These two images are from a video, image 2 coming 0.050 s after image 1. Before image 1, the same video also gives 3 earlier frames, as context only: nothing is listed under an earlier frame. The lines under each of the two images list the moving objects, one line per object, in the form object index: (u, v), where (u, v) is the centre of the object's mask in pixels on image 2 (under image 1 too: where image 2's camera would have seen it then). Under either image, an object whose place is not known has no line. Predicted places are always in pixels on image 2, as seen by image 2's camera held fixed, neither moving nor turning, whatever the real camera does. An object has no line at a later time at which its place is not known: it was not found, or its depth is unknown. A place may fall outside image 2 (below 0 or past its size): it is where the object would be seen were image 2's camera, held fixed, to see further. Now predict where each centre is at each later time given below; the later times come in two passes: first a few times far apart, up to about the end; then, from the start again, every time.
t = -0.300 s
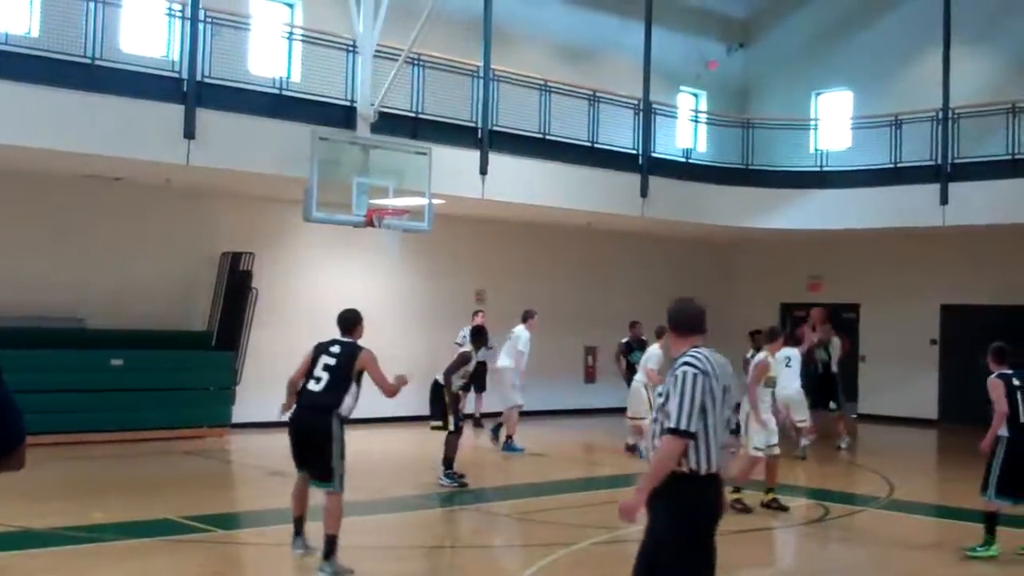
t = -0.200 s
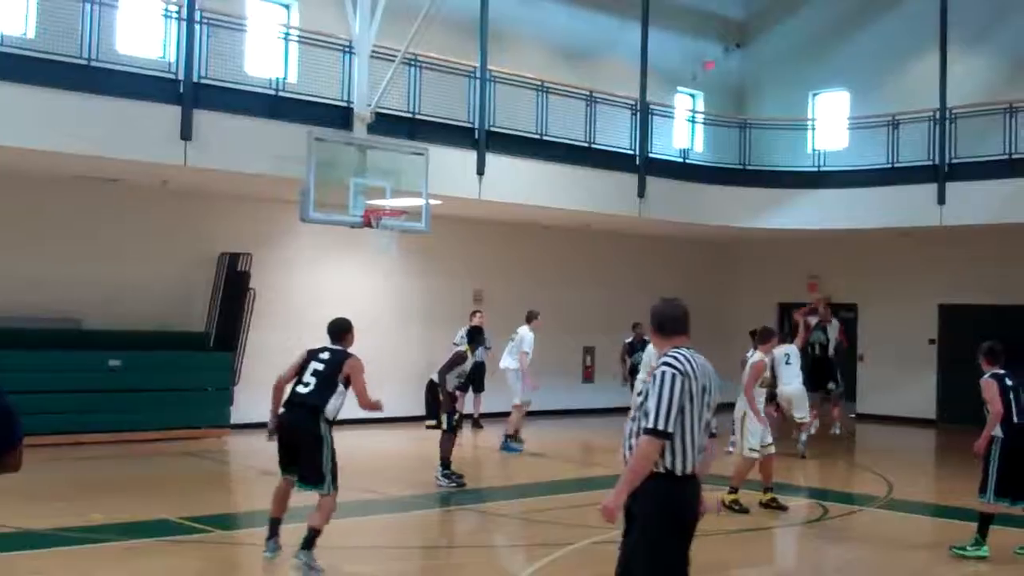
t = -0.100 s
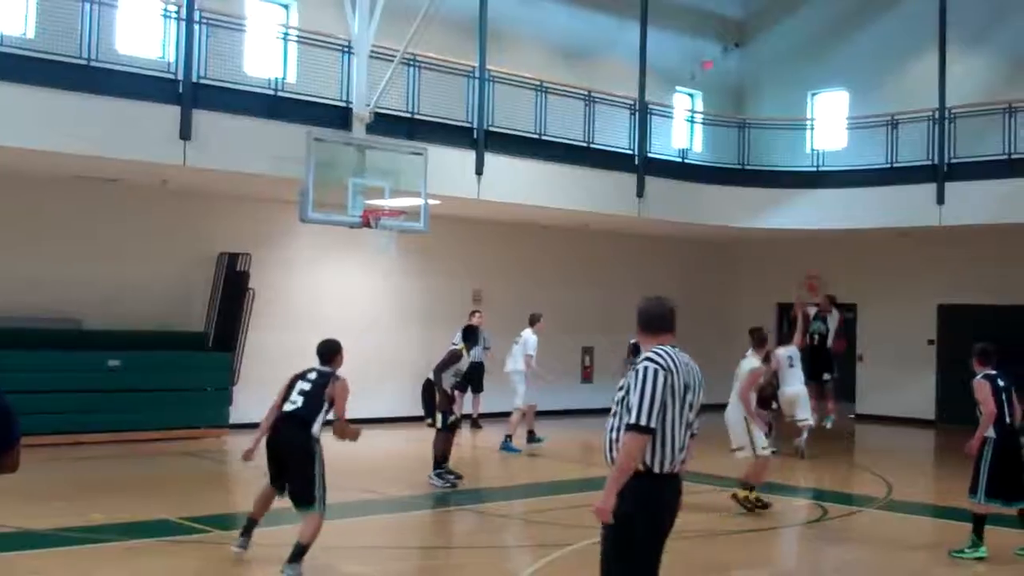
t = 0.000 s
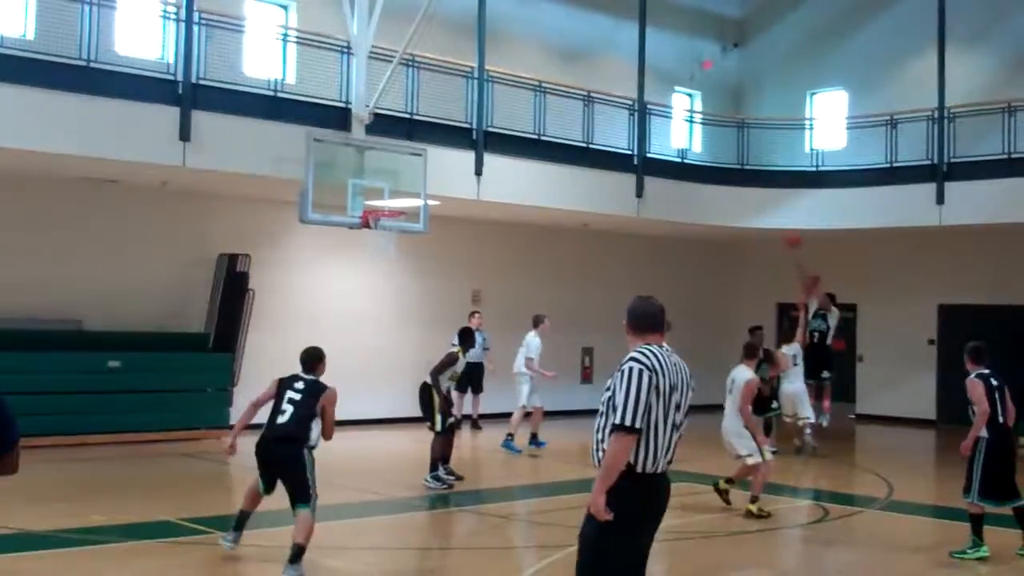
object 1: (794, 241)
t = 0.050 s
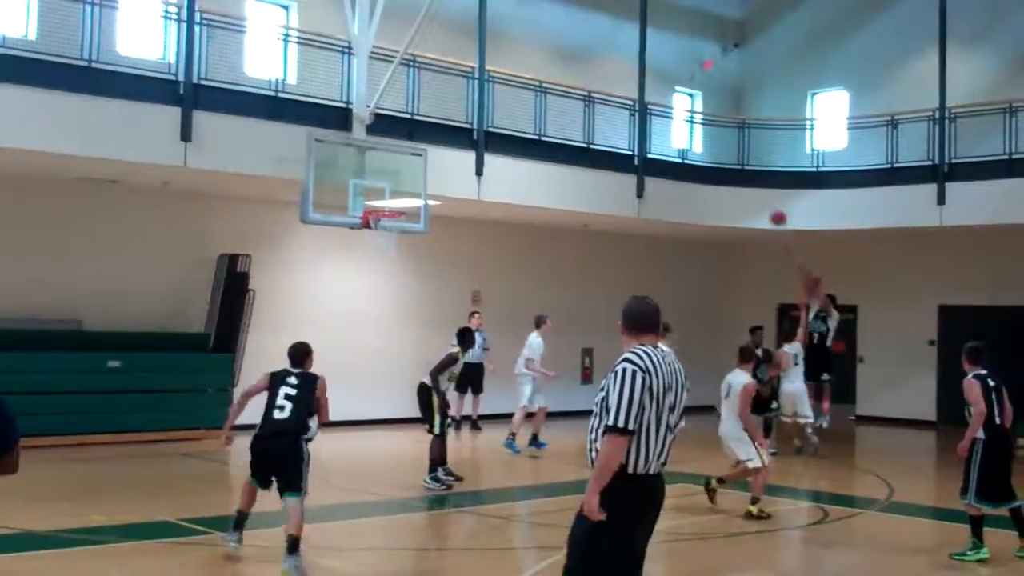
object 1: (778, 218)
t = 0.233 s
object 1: (718, 151)
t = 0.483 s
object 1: (648, 98)
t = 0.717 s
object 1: (573, 87)
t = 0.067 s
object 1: (773, 212)
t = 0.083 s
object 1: (768, 206)
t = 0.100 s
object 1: (762, 198)
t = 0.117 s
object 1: (758, 191)
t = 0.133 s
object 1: (752, 185)
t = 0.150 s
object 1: (746, 178)
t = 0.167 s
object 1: (741, 171)
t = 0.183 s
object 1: (735, 169)
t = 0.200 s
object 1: (732, 163)
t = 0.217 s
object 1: (725, 158)
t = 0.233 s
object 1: (718, 151)
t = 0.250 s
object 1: (715, 147)
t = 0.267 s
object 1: (709, 143)
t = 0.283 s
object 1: (704, 139)
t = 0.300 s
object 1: (700, 134)
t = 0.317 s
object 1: (695, 130)
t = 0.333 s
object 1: (691, 127)
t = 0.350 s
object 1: (687, 122)
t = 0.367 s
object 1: (681, 118)
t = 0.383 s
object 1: (676, 116)
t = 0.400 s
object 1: (670, 113)
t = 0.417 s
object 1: (665, 111)
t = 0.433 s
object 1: (660, 106)
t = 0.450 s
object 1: (656, 104)
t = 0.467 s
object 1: (653, 102)
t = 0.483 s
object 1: (648, 98)
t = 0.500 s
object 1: (641, 95)
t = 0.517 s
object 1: (635, 95)
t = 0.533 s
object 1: (631, 93)
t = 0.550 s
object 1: (626, 90)
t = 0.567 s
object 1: (621, 91)
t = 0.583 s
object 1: (616, 89)
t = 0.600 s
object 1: (611, 89)
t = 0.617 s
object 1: (606, 88)
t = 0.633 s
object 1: (601, 87)
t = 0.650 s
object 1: (595, 86)
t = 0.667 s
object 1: (590, 86)
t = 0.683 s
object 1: (585, 86)
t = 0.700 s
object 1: (579, 87)
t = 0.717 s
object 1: (573, 87)
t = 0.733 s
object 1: (567, 87)
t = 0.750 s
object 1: (563, 89)
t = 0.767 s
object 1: (557, 90)
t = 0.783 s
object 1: (550, 91)
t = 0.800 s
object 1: (544, 92)
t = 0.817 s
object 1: (539, 93)
